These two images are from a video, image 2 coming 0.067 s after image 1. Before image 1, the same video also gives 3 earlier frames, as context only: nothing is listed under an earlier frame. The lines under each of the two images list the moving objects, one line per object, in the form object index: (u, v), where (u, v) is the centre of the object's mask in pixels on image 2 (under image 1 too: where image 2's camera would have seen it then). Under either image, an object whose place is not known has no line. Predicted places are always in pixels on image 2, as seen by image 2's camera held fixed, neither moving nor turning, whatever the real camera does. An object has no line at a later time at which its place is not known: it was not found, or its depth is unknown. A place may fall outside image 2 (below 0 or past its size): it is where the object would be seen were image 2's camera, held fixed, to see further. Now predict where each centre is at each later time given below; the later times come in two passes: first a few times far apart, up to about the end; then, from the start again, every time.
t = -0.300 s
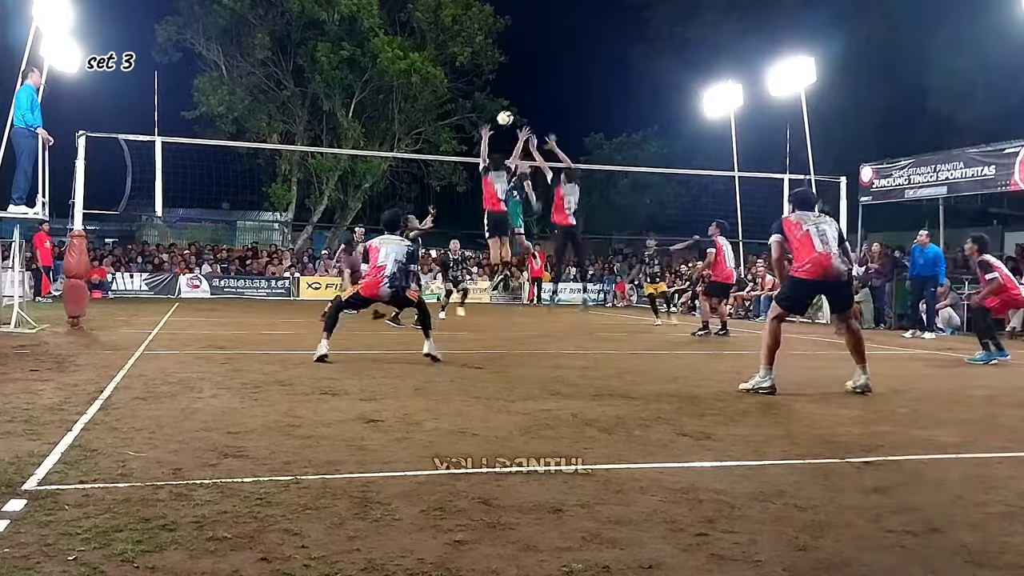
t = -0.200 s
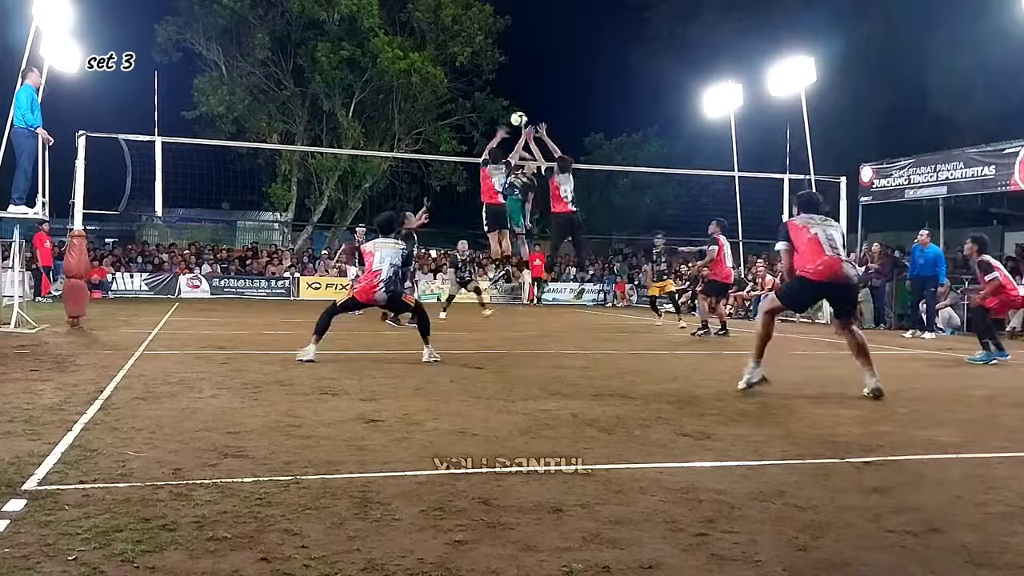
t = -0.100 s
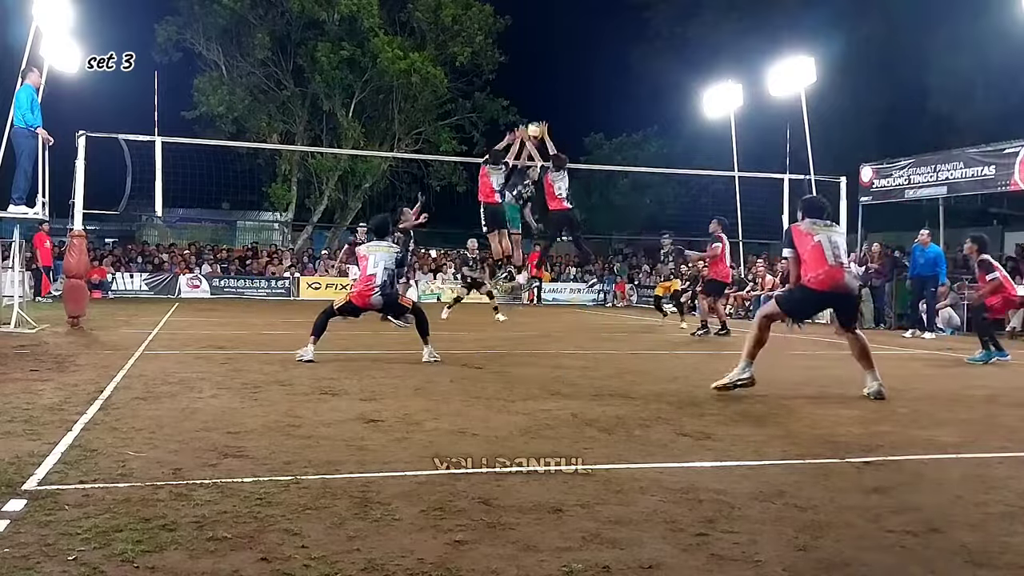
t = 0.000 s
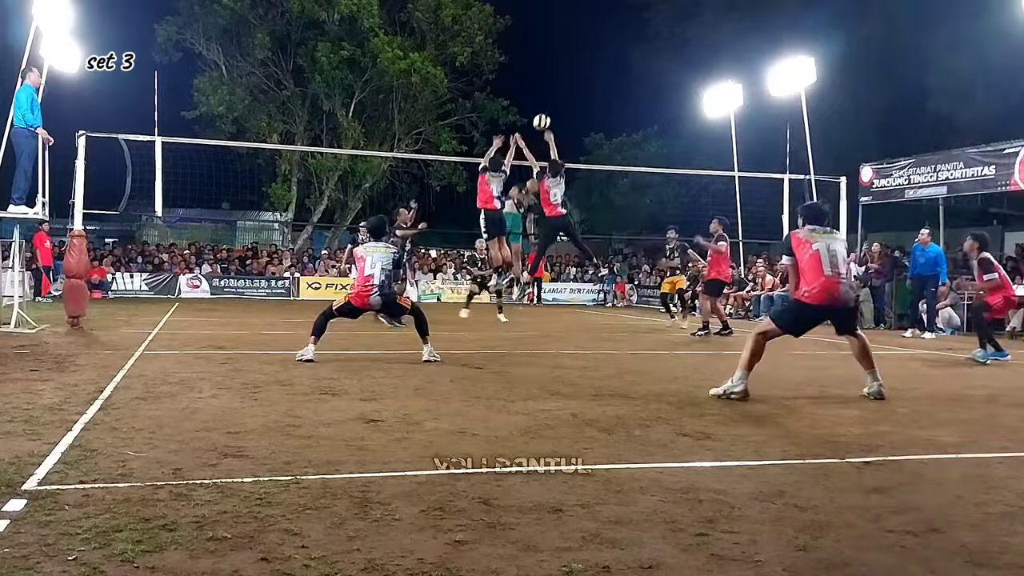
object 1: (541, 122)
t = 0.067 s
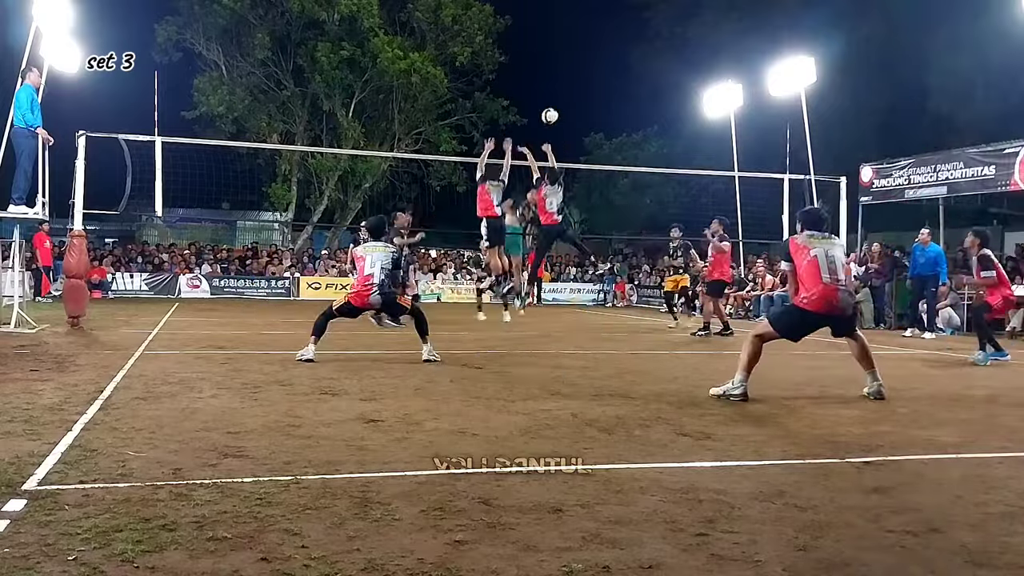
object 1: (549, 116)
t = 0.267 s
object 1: (572, 117)
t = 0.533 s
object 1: (602, 160)
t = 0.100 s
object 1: (553, 114)
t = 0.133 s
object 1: (557, 113)
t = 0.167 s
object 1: (561, 113)
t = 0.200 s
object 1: (565, 113)
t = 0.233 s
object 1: (569, 114)
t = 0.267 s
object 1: (572, 117)
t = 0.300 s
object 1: (576, 119)
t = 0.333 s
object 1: (580, 123)
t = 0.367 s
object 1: (584, 127)
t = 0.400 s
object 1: (587, 132)
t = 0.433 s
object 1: (591, 138)
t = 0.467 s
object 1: (594, 145)
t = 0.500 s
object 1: (598, 152)
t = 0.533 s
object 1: (602, 160)
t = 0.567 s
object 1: (606, 169)
